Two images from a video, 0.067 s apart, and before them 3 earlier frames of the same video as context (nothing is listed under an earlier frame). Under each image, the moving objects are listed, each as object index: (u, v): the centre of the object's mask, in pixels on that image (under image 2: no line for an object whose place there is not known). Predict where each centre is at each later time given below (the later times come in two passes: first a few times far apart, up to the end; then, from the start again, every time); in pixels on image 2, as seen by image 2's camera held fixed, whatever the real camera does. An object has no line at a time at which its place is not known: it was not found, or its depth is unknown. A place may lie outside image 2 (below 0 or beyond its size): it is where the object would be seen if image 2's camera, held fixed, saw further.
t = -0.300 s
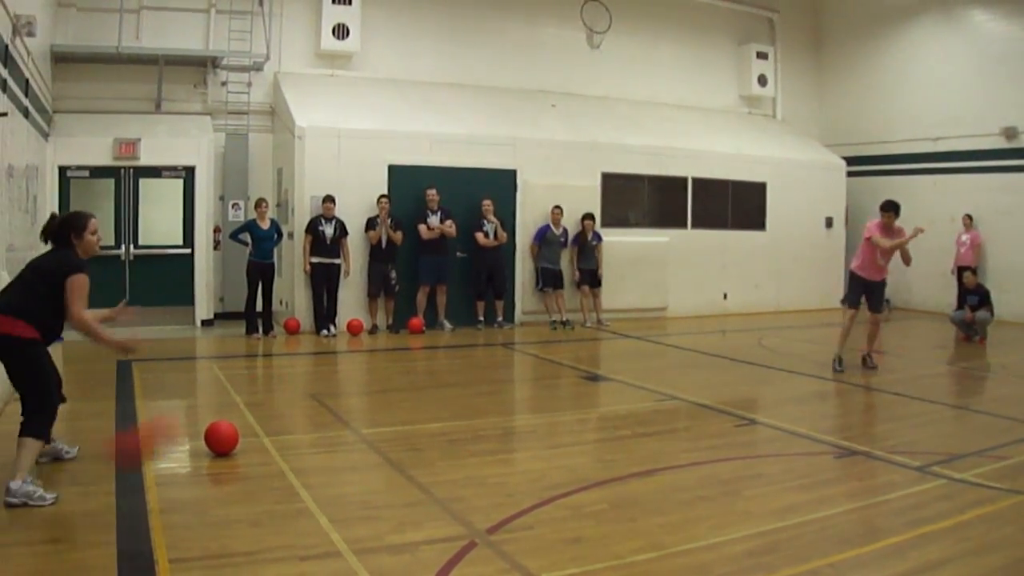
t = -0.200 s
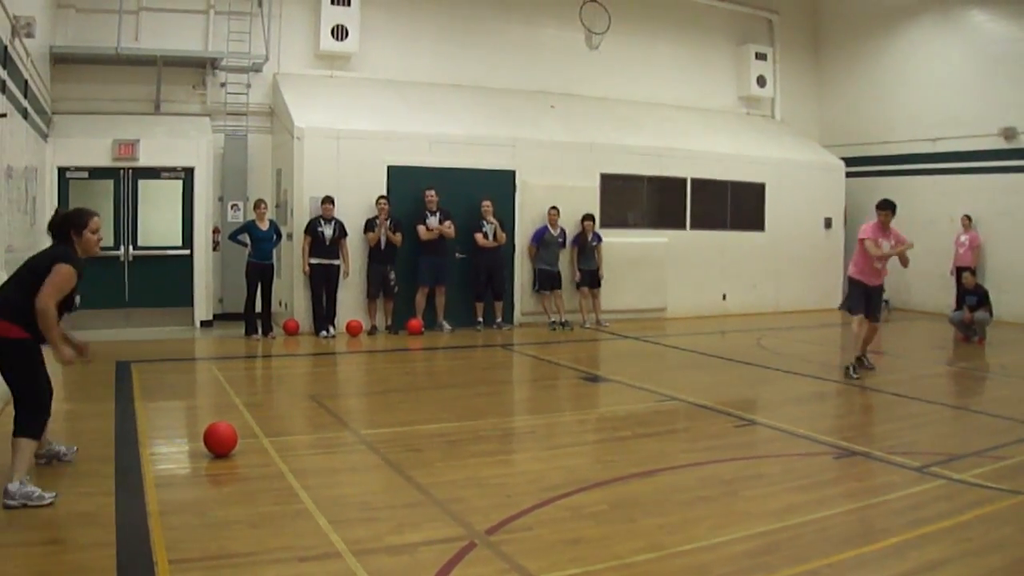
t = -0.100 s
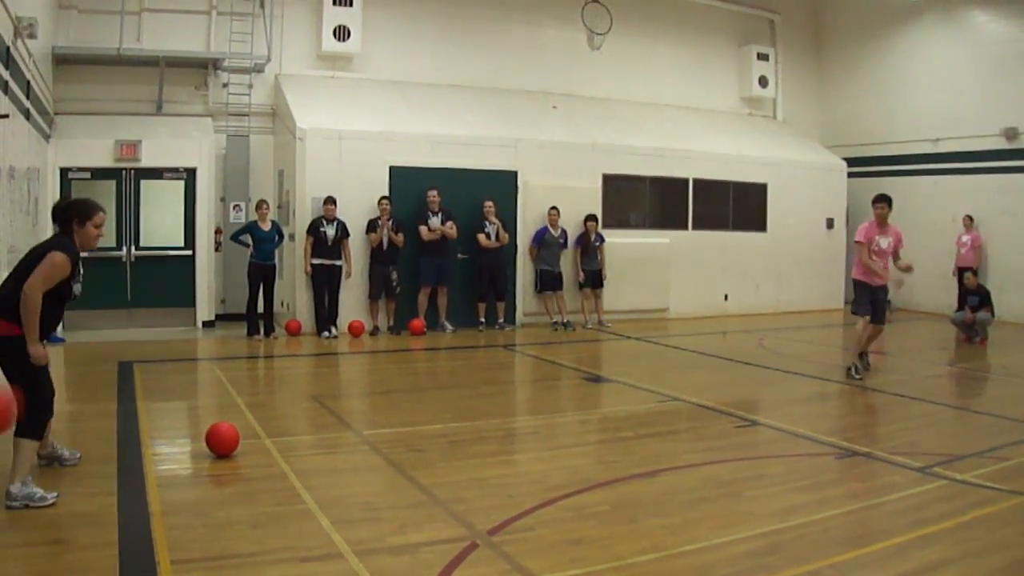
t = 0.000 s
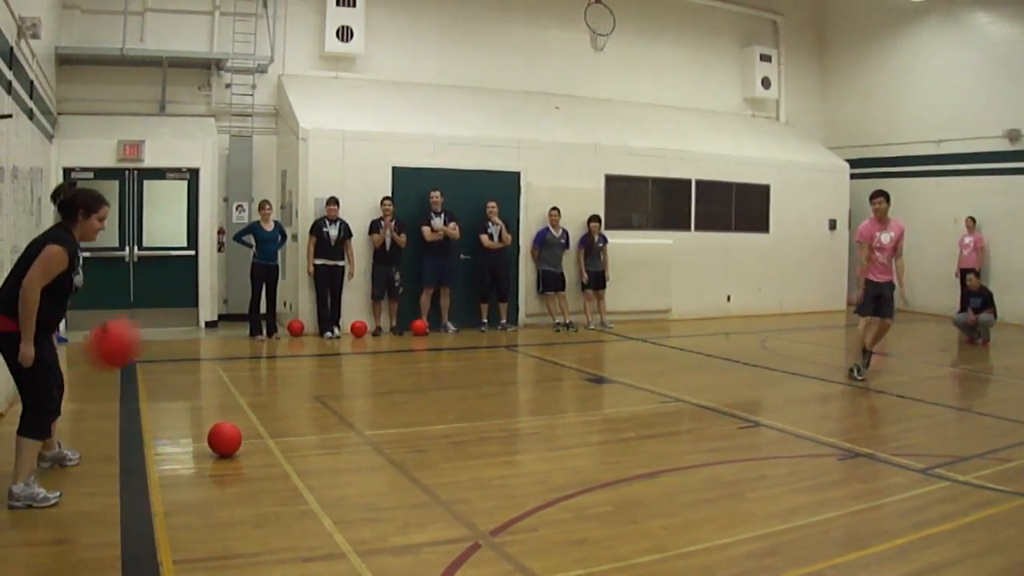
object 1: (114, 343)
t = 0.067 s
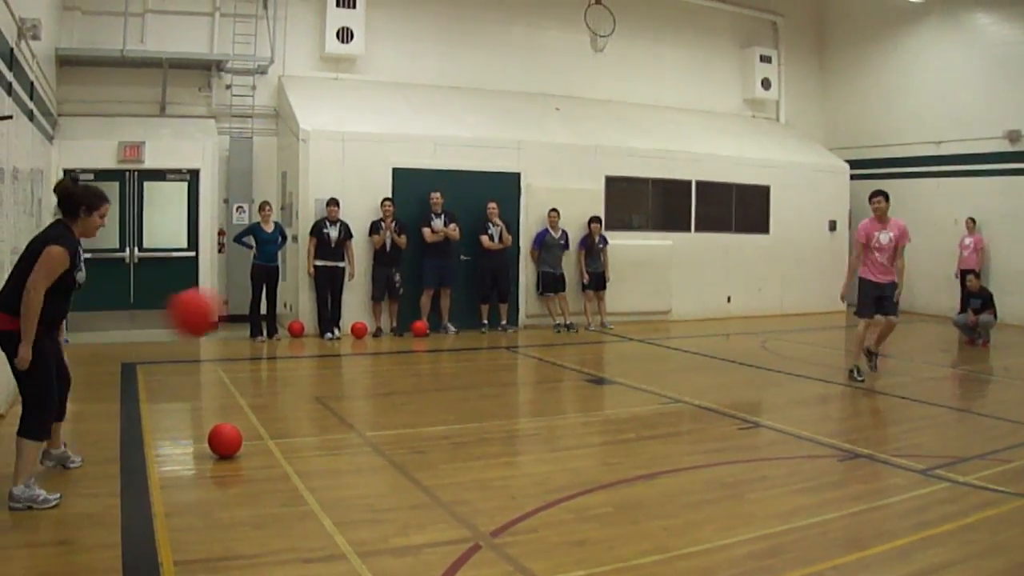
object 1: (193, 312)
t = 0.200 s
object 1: (356, 276)
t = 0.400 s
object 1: (572, 292)
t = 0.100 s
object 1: (237, 299)
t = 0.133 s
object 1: (275, 290)
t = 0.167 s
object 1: (317, 281)
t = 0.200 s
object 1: (356, 276)
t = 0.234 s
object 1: (396, 273)
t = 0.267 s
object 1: (432, 273)
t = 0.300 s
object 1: (469, 275)
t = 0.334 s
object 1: (503, 278)
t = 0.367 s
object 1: (539, 284)
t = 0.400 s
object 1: (572, 292)
